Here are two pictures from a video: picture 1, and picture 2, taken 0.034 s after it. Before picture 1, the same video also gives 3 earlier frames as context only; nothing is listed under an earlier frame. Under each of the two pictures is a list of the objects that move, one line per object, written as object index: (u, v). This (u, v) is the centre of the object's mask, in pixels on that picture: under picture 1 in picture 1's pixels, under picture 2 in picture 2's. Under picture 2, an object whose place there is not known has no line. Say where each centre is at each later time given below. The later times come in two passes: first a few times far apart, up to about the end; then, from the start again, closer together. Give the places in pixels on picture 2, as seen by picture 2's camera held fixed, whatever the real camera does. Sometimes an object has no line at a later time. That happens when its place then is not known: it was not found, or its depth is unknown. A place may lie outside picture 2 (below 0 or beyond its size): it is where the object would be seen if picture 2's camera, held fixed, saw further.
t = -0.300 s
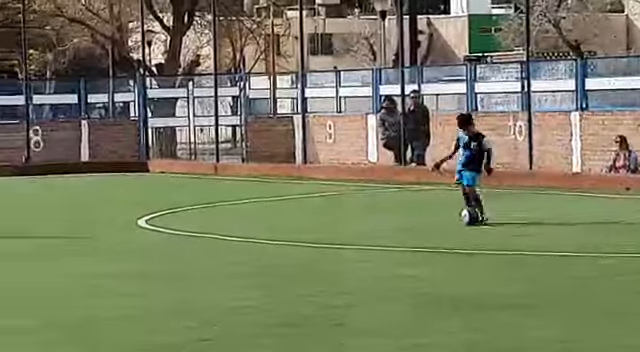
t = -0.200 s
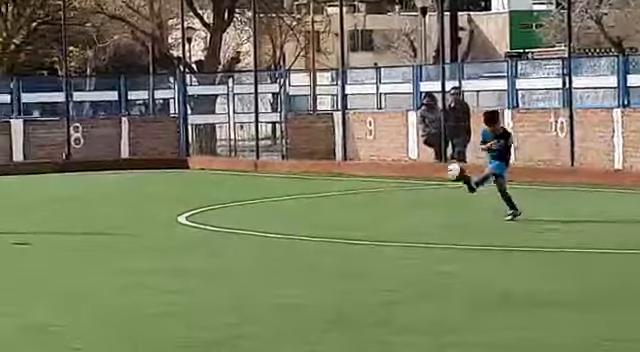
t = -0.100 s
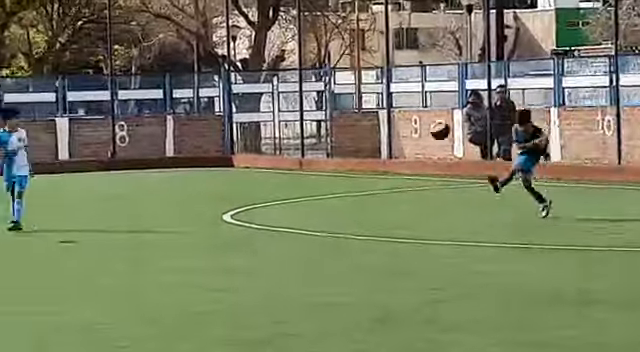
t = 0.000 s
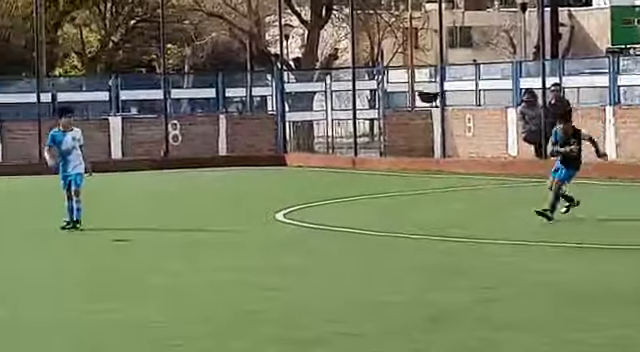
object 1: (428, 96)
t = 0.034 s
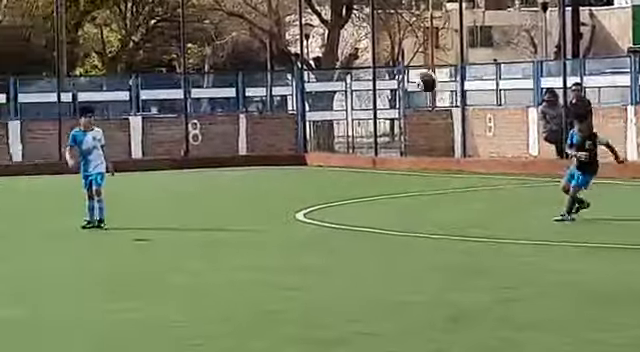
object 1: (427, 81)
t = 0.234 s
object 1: (283, 33)
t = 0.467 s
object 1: (89, 19)
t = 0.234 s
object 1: (283, 33)
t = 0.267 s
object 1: (259, 27)
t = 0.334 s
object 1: (204, 19)
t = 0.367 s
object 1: (177, 17)
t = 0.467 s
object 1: (89, 19)
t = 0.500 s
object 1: (58, 19)
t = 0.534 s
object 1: (26, 23)
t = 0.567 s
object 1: (-8, 26)
